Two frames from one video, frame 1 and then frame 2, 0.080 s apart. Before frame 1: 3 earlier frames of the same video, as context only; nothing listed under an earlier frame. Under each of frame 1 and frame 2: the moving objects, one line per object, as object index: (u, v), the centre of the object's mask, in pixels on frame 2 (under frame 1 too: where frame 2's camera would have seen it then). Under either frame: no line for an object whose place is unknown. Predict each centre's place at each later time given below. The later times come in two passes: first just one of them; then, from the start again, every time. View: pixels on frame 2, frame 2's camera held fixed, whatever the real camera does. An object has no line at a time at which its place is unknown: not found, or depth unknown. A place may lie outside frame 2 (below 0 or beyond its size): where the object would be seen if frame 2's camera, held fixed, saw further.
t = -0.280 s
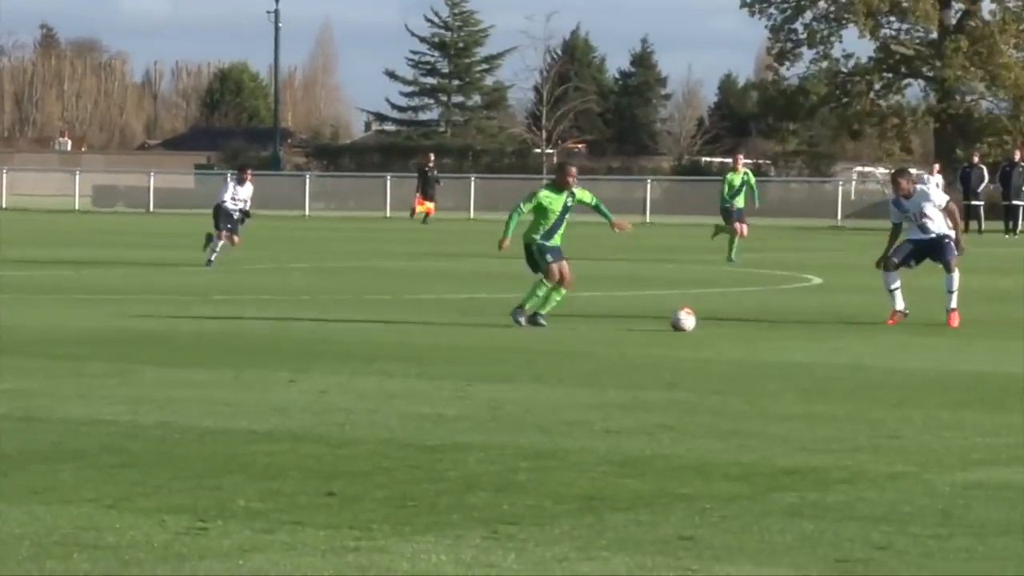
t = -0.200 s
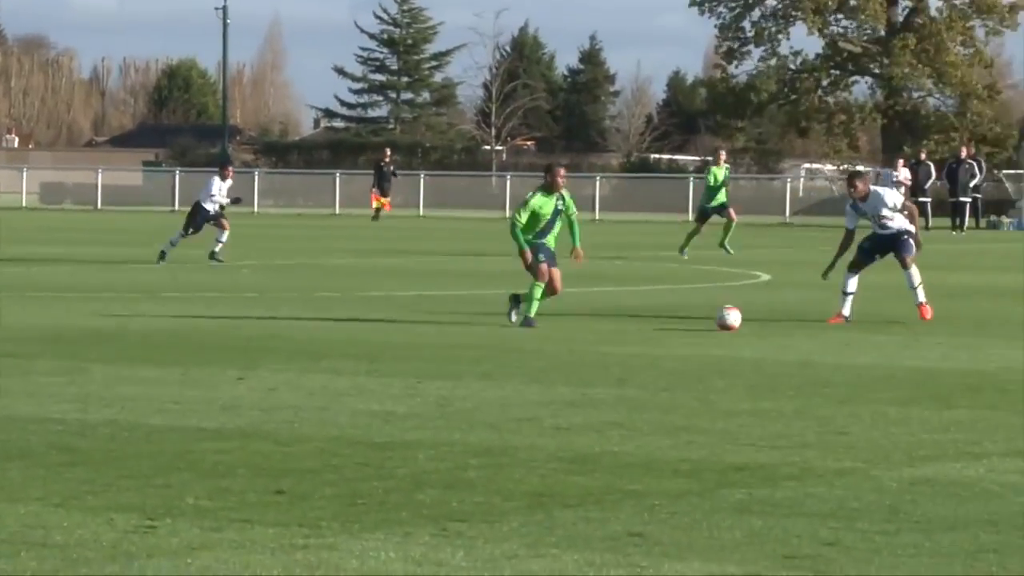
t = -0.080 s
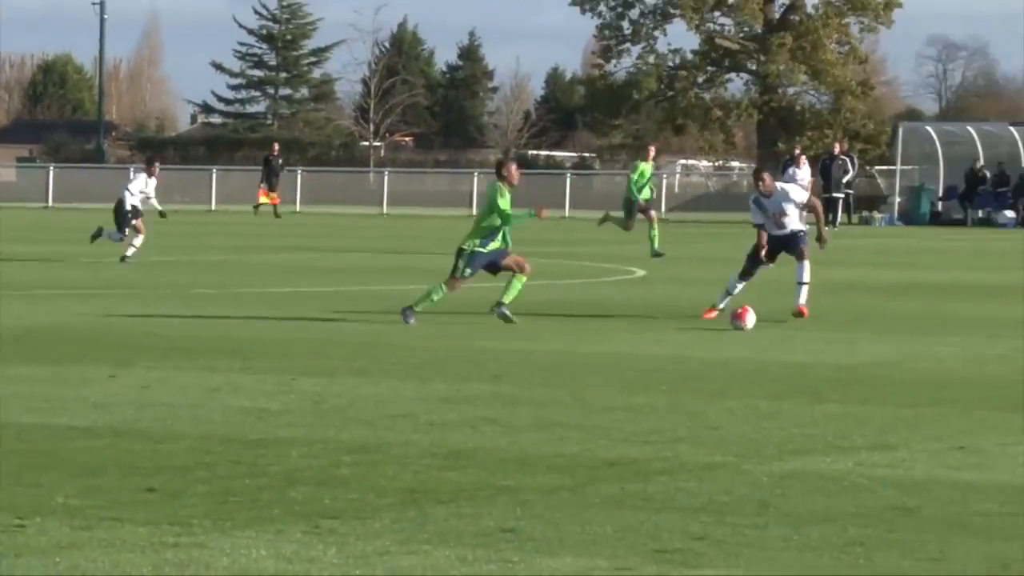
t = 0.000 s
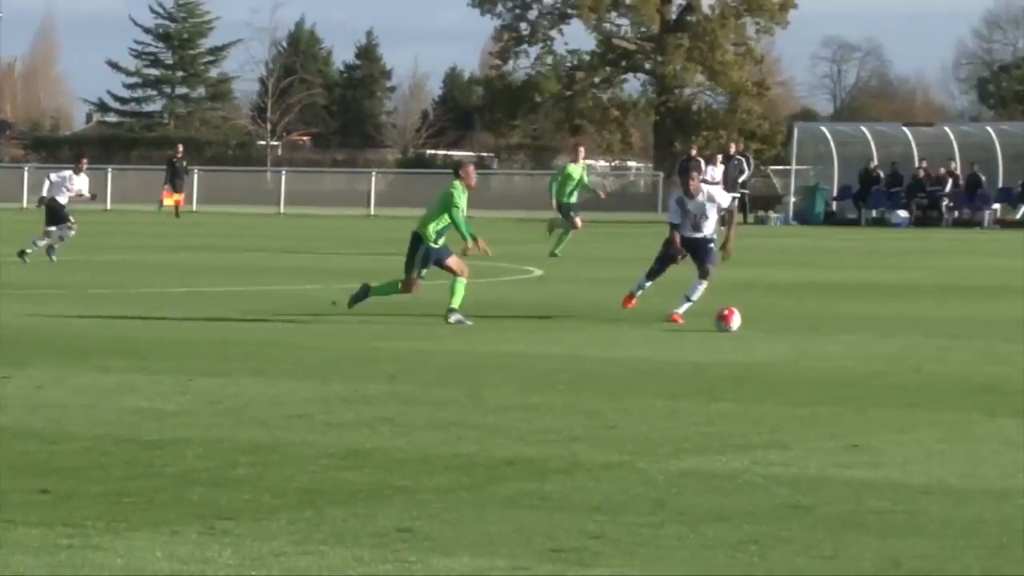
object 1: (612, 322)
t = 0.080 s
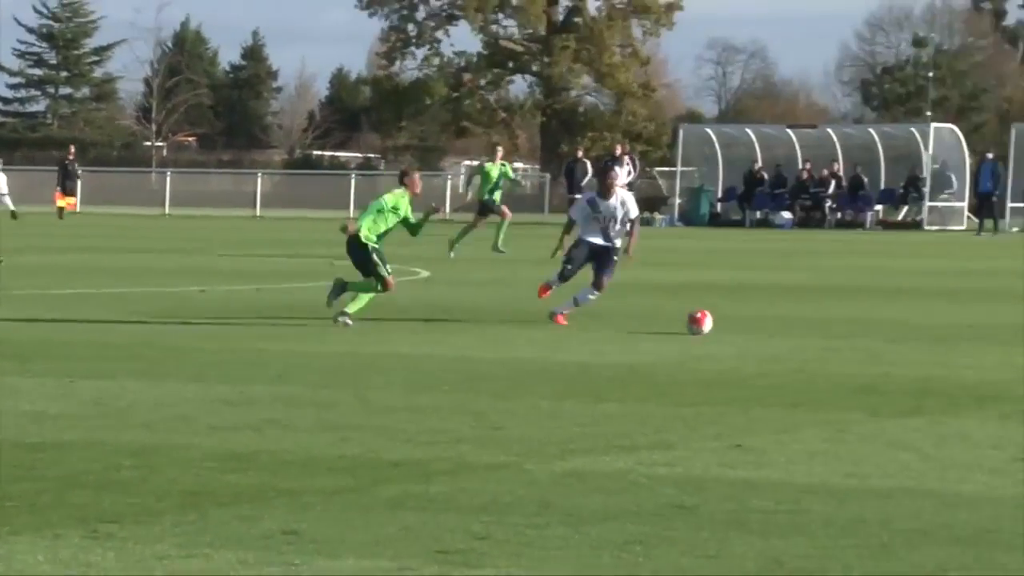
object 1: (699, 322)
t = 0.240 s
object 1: (866, 324)
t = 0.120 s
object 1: (741, 323)
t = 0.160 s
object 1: (782, 324)
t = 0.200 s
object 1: (824, 323)
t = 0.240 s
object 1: (866, 324)
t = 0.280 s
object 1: (909, 326)
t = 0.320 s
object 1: (951, 327)
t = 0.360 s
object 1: (993, 327)
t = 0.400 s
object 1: (1036, 329)
